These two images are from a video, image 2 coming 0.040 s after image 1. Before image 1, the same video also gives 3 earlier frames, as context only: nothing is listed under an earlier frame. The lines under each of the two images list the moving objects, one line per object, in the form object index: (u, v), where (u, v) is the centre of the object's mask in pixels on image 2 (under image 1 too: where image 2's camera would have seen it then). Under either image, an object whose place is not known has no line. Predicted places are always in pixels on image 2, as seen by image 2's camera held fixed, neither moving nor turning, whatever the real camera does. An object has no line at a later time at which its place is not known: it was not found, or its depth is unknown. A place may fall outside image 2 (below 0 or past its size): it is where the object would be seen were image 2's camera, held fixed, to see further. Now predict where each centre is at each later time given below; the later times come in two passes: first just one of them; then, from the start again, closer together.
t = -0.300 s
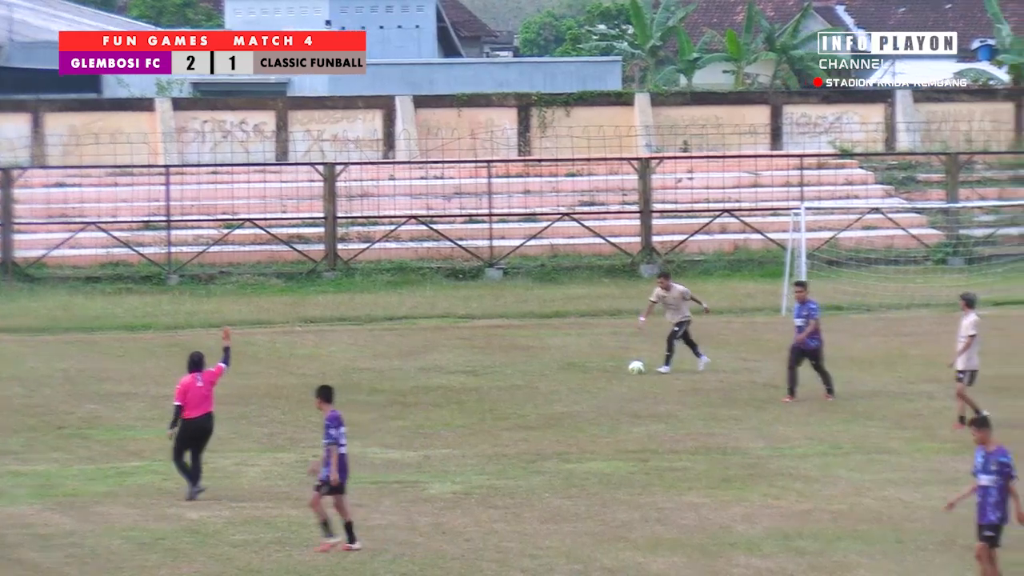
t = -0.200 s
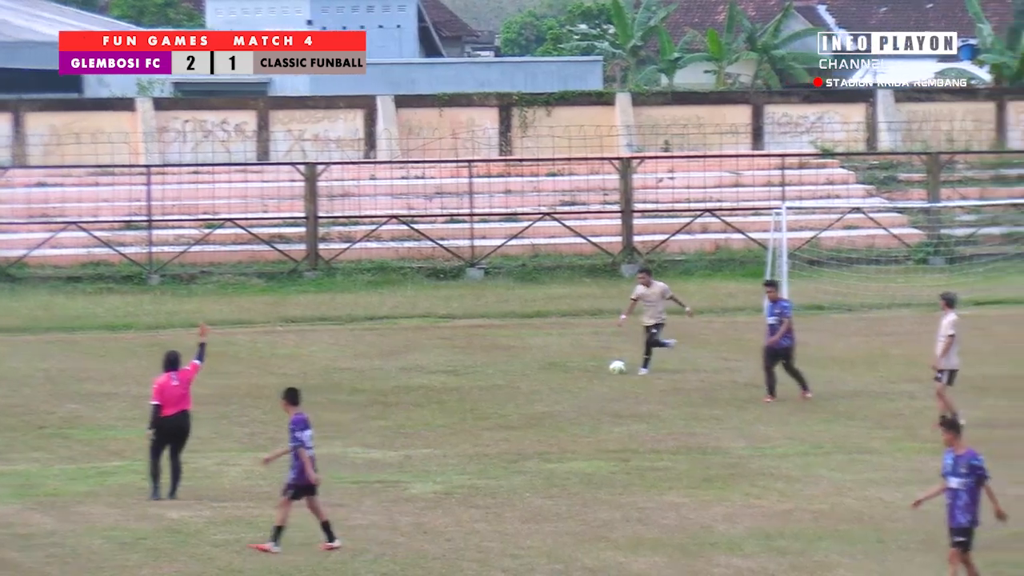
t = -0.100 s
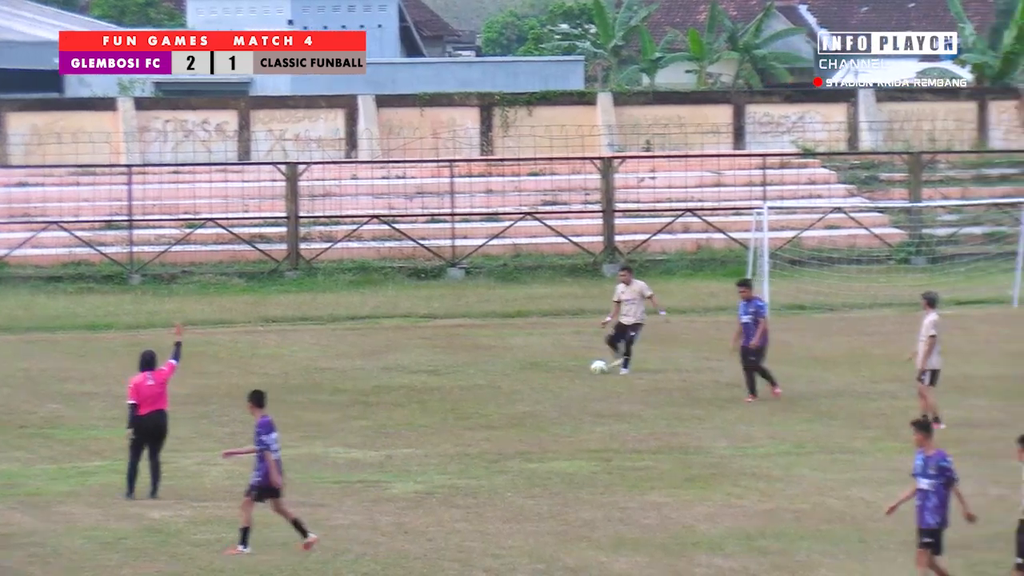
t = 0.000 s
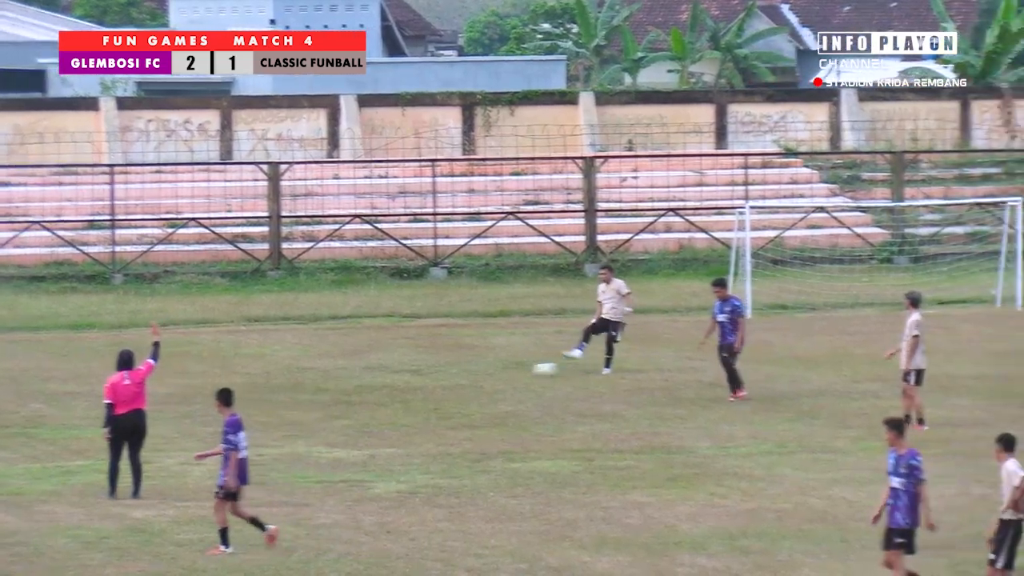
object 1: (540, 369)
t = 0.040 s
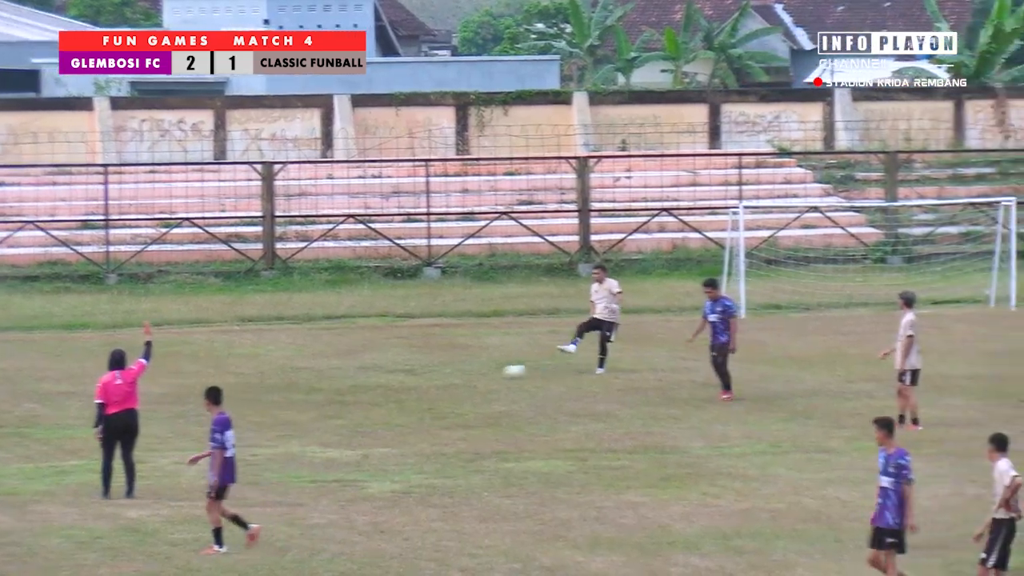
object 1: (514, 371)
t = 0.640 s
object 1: (216, 403)
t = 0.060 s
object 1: (502, 372)
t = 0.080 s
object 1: (490, 373)
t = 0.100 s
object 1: (478, 374)
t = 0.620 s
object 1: (222, 403)
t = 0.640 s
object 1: (216, 403)
